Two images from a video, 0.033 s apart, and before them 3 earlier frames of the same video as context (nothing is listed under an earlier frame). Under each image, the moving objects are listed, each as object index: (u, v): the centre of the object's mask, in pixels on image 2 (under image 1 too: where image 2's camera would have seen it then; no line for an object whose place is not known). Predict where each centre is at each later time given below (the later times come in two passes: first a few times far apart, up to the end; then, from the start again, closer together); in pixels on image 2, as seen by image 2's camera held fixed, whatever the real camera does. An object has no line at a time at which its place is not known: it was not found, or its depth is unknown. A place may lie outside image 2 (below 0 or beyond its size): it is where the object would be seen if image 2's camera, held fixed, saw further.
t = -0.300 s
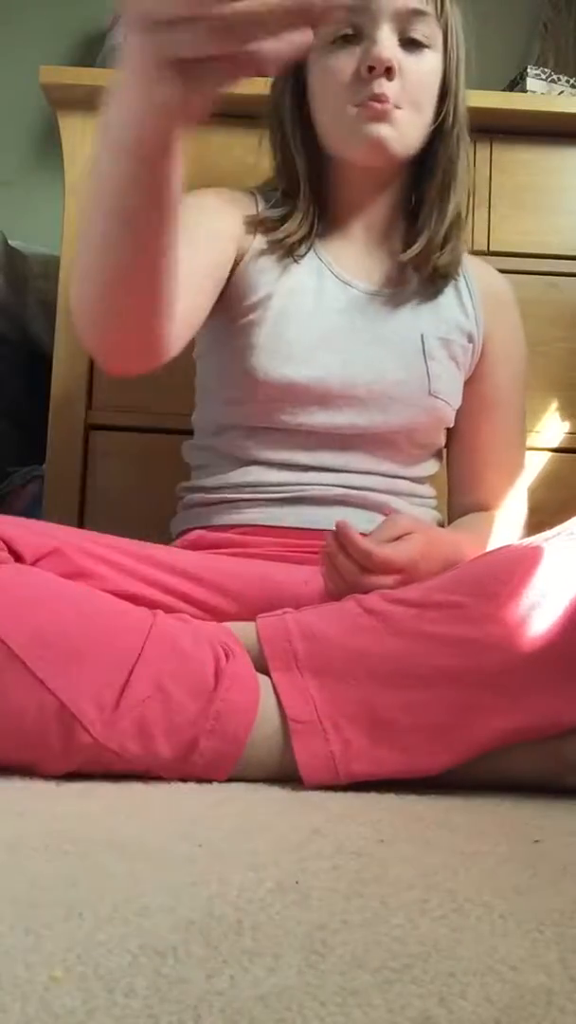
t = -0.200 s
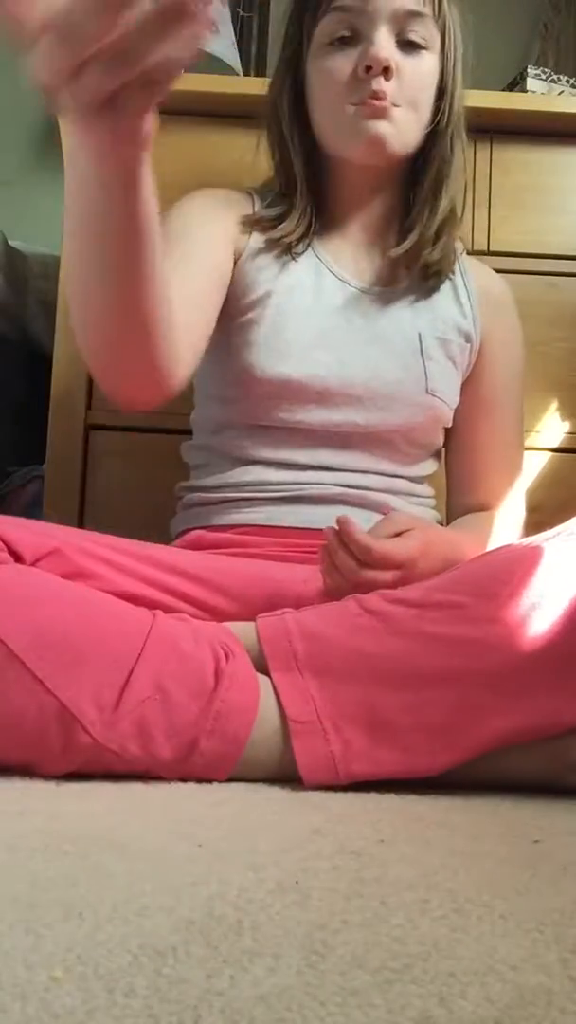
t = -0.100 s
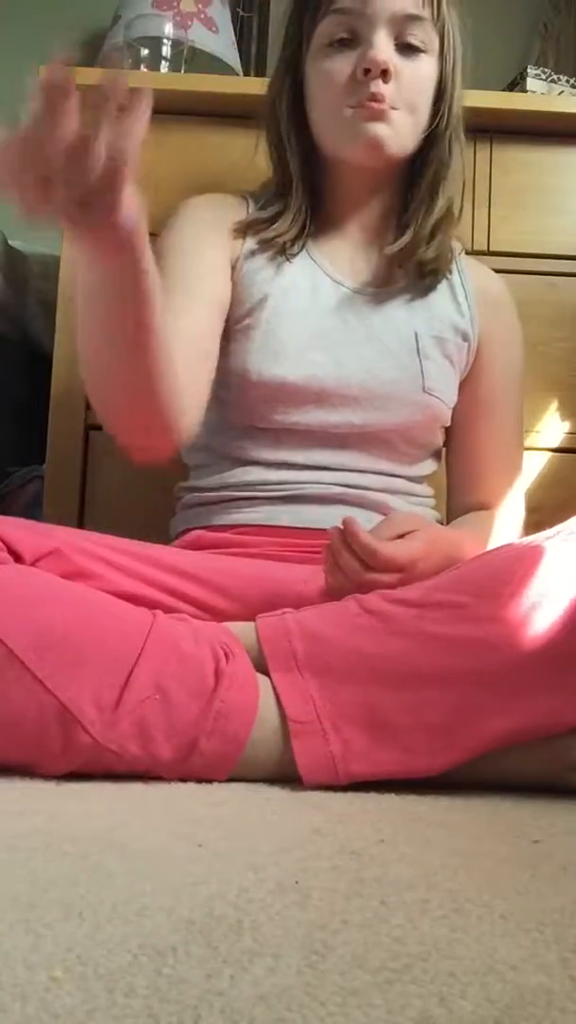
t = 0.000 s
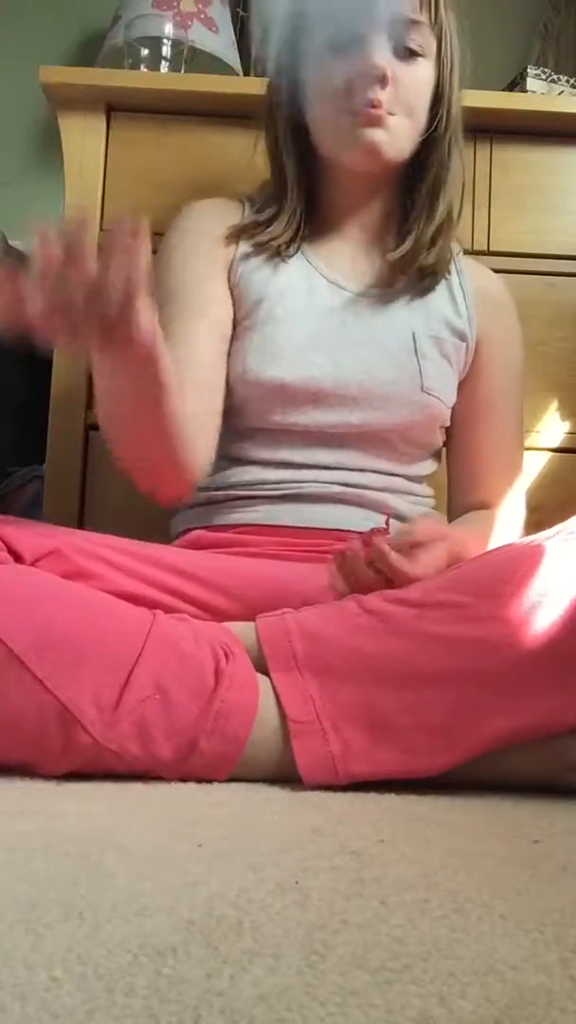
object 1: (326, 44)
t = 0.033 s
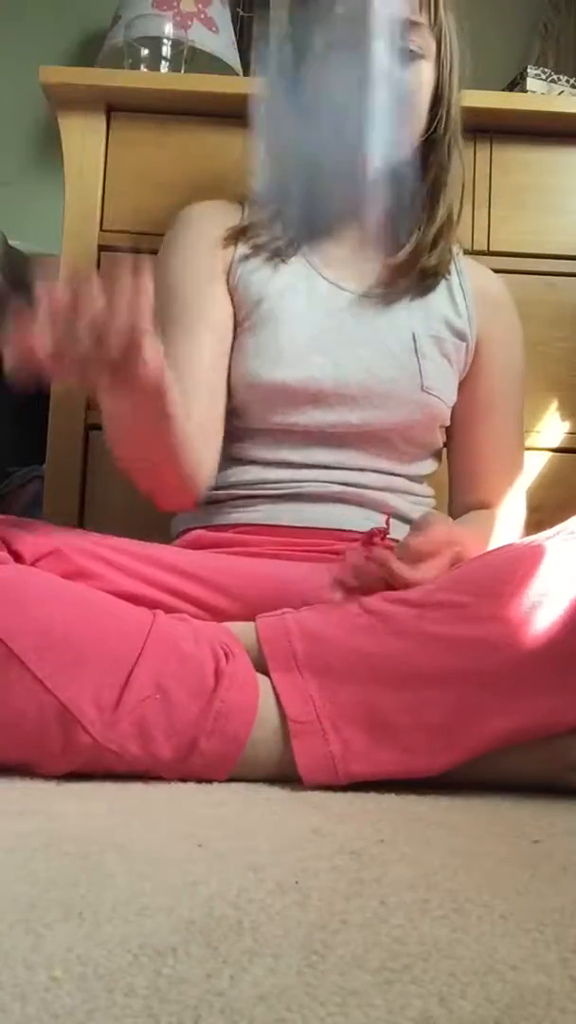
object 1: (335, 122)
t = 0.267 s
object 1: (322, 630)
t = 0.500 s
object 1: (311, 791)
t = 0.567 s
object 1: (310, 791)
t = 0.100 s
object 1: (334, 537)
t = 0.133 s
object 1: (330, 807)
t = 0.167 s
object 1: (328, 811)
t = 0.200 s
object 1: (326, 724)
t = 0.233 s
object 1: (326, 668)
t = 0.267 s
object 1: (322, 630)
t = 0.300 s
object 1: (318, 620)
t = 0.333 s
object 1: (315, 635)
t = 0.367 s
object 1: (308, 677)
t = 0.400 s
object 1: (305, 734)
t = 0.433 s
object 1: (307, 798)
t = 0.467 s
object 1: (310, 791)
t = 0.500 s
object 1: (311, 791)
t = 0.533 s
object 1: (310, 794)
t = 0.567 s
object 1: (310, 791)
